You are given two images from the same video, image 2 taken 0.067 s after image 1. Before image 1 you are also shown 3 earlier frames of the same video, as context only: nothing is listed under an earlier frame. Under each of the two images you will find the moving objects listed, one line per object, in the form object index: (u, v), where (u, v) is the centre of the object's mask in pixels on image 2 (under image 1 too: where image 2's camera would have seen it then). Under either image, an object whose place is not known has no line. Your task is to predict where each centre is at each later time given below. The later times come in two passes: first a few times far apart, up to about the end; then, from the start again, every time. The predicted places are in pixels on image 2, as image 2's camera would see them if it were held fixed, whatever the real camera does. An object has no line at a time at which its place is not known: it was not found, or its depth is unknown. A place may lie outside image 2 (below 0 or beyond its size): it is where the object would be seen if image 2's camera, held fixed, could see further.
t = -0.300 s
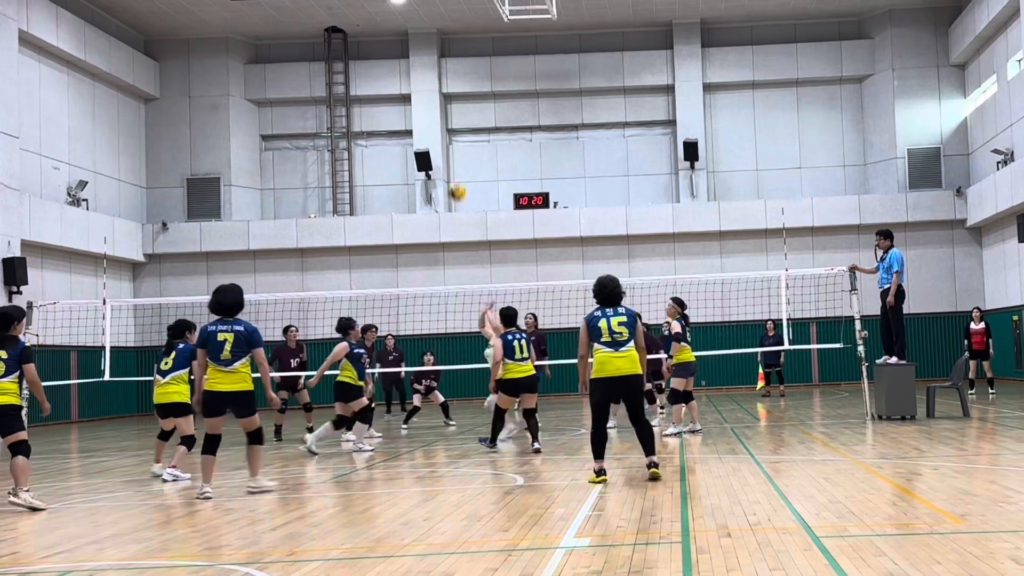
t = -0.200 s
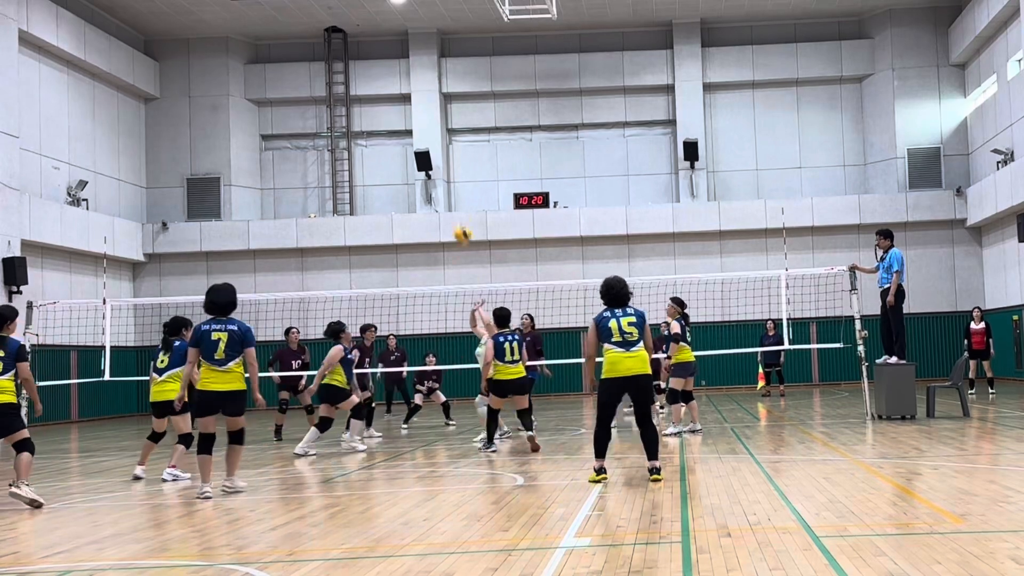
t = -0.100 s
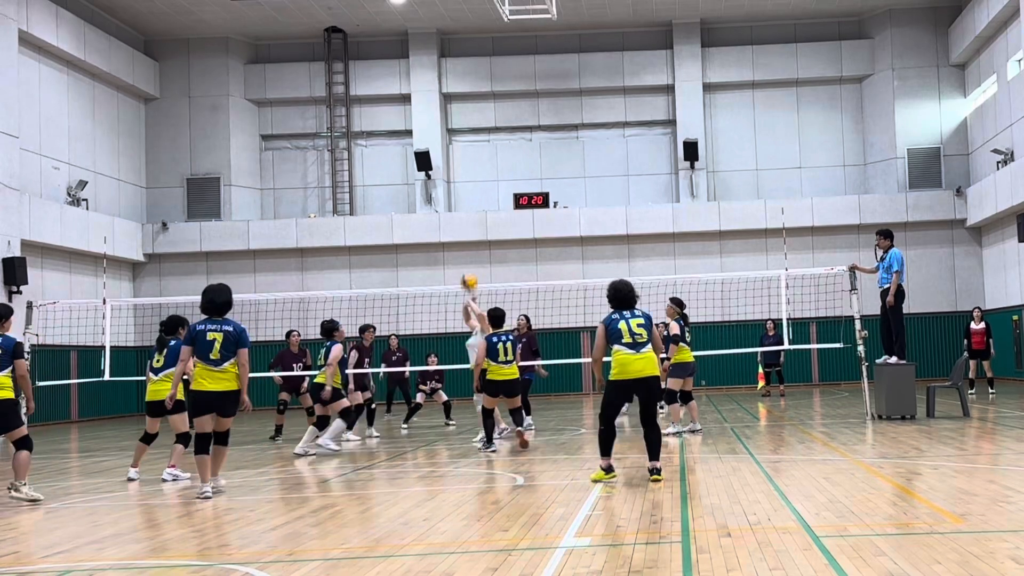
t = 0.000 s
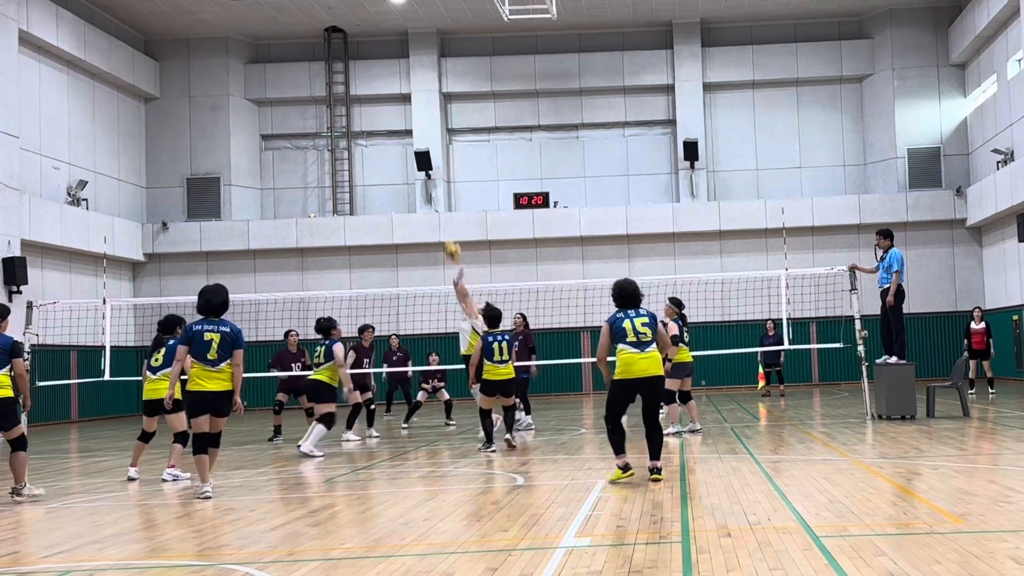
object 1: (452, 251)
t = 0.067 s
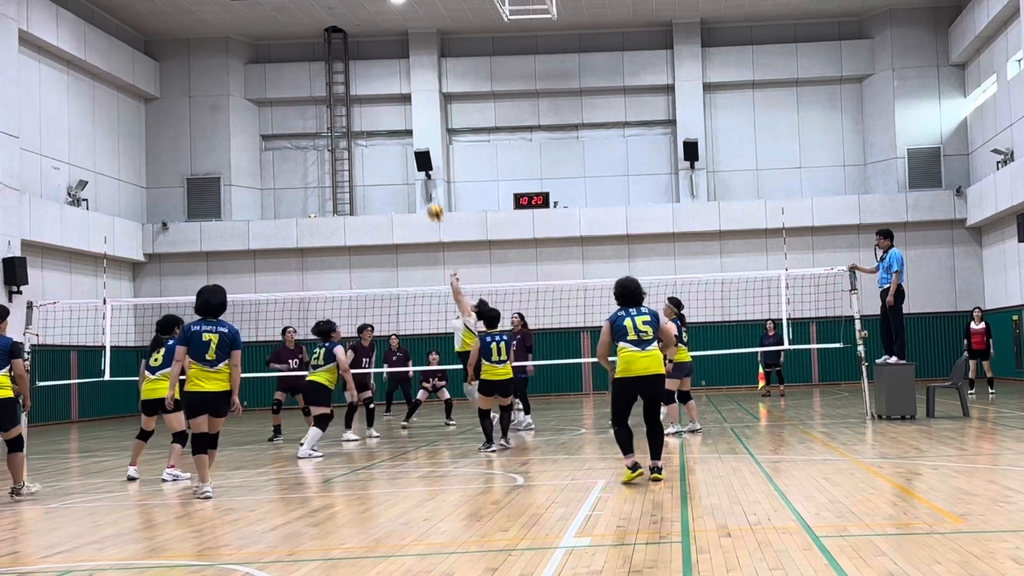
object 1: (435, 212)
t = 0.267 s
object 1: (388, 118)
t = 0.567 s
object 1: (321, 40)
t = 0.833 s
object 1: (266, 31)
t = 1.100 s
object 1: (214, 76)
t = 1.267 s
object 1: (185, 132)
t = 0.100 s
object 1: (427, 194)
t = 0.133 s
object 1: (419, 177)
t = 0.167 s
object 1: (411, 160)
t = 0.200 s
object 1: (403, 144)
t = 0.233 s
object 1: (396, 130)
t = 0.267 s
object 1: (388, 118)
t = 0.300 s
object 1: (380, 105)
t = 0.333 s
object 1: (373, 94)
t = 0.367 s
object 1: (365, 84)
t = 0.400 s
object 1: (358, 74)
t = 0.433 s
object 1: (350, 65)
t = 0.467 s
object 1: (342, 58)
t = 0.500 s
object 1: (335, 51)
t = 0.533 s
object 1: (328, 45)
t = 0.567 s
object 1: (321, 40)
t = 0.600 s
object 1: (314, 36)
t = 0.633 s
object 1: (307, 32)
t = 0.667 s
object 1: (300, 29)
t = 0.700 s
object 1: (293, 28)
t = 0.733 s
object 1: (286, 27)
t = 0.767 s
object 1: (280, 28)
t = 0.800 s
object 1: (273, 29)
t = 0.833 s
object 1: (266, 31)
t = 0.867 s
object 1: (260, 33)
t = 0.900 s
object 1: (253, 37)
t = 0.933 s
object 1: (246, 41)
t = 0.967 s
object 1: (240, 47)
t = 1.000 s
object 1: (234, 53)
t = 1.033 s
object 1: (227, 59)
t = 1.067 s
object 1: (220, 67)
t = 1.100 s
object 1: (214, 76)
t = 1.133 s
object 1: (209, 86)
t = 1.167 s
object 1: (203, 95)
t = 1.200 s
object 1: (196, 107)
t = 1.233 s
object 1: (191, 119)
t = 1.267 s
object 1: (185, 132)
